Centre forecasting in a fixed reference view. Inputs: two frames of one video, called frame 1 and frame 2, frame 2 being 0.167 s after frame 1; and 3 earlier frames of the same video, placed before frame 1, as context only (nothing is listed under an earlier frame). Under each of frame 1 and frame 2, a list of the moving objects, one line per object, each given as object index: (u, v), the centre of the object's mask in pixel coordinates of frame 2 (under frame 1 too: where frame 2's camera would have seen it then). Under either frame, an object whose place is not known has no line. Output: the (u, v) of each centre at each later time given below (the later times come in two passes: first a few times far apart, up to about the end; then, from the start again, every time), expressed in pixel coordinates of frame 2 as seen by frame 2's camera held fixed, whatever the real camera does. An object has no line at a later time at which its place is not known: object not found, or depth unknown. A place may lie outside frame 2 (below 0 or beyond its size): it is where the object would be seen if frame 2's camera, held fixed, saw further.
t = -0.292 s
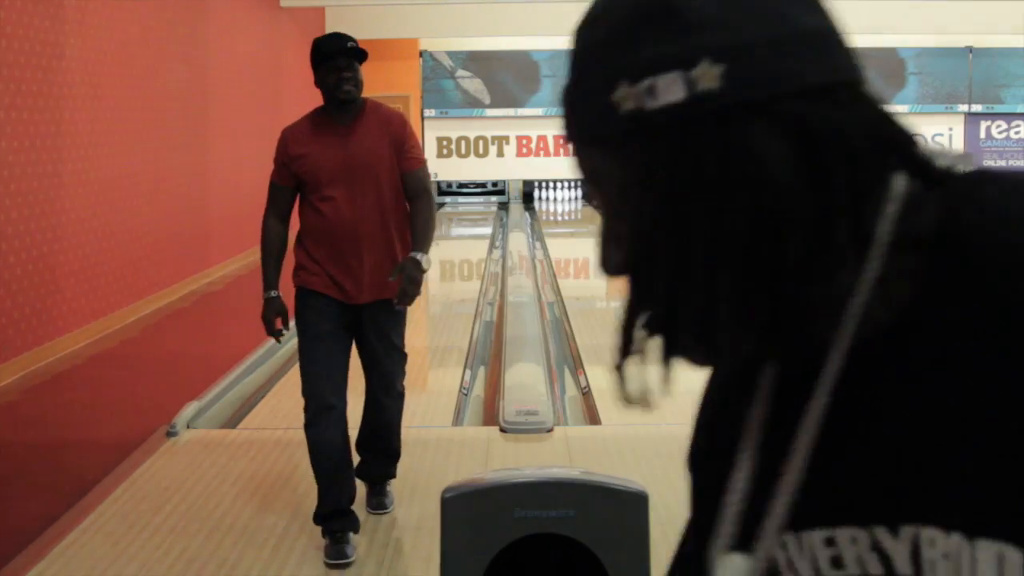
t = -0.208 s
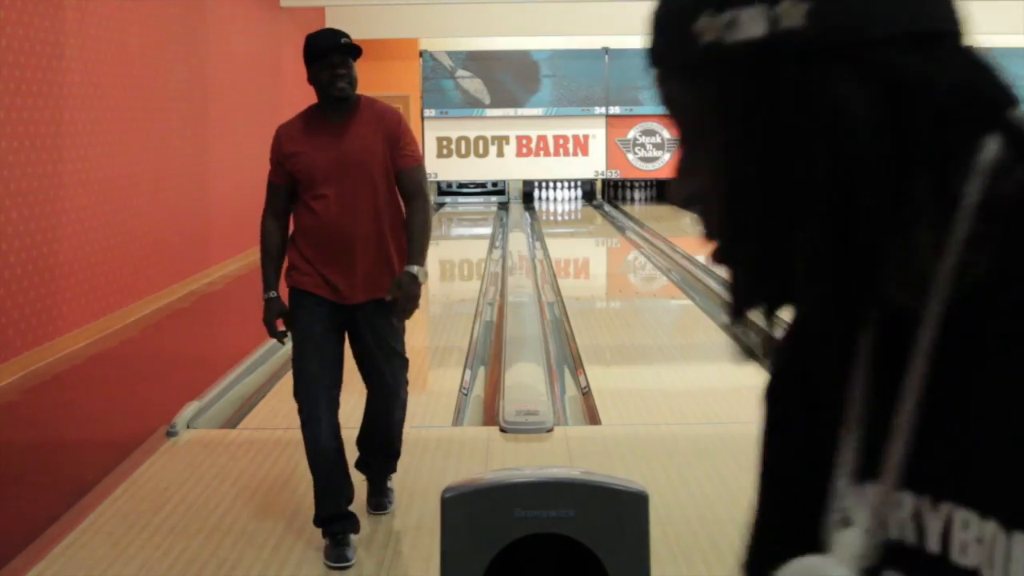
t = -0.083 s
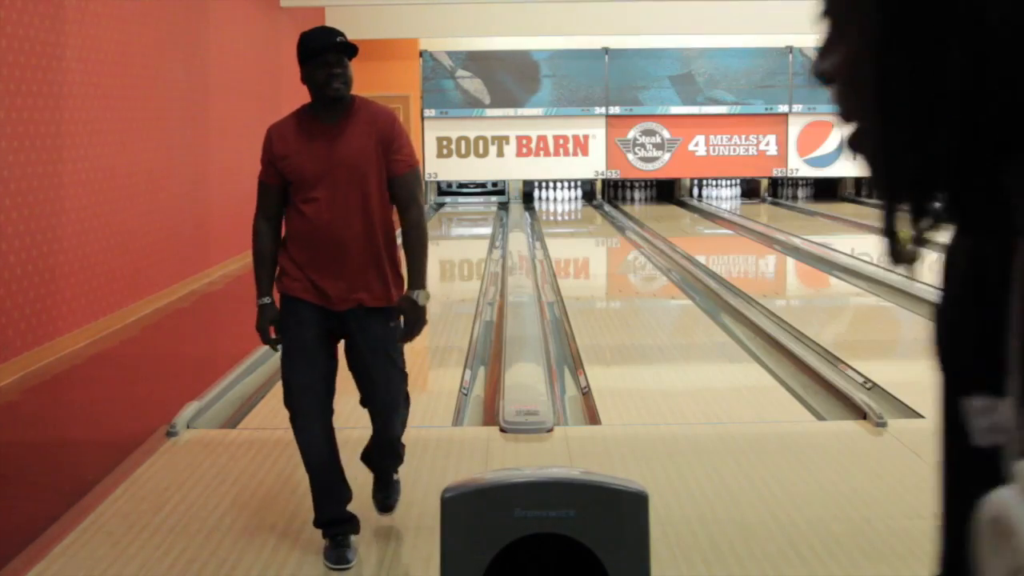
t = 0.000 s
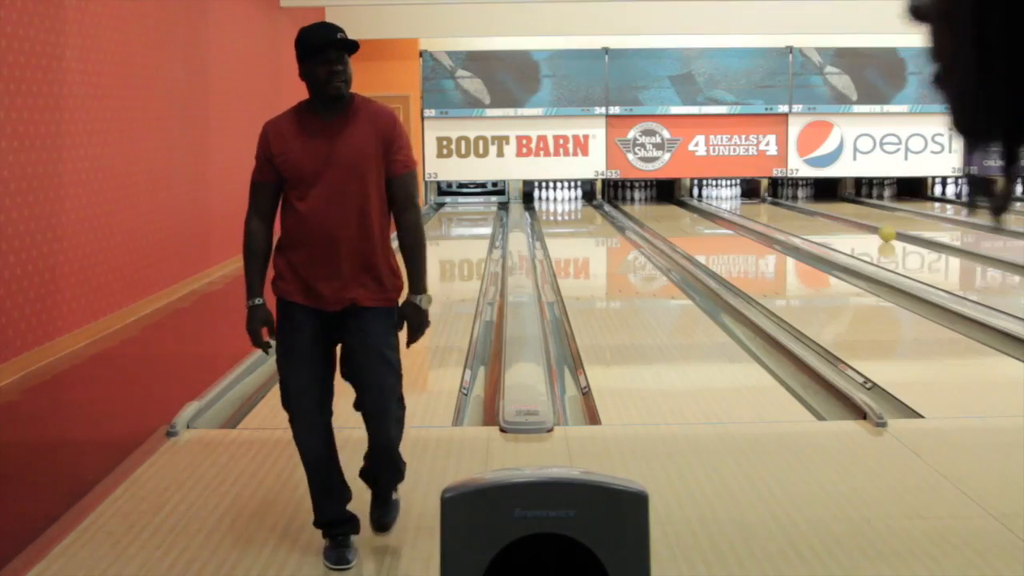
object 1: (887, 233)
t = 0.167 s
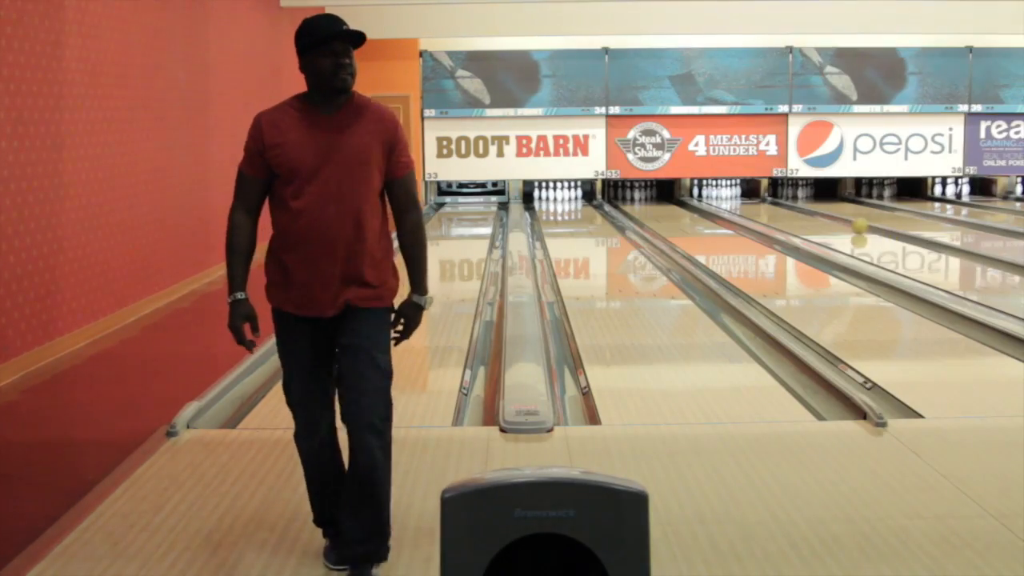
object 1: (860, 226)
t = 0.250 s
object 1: (848, 222)
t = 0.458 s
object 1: (821, 213)
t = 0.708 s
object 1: (795, 207)
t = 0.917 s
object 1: (776, 201)
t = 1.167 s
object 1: (758, 196)
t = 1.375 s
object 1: (745, 193)
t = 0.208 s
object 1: (854, 223)
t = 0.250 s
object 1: (848, 222)
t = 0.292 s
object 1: (842, 220)
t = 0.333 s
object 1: (836, 219)
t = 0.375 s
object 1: (831, 217)
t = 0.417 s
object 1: (826, 216)
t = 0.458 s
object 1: (821, 213)
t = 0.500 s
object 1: (816, 213)
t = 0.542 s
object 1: (811, 211)
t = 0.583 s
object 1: (807, 210)
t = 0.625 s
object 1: (803, 209)
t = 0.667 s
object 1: (799, 208)
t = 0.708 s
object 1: (795, 207)
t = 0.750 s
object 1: (791, 205)
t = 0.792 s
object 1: (787, 204)
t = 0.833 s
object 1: (783, 203)
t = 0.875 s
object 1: (780, 202)
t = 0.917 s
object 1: (776, 201)
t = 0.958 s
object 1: (773, 200)
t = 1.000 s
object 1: (770, 199)
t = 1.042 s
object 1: (767, 199)
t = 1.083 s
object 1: (764, 198)
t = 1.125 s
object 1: (762, 197)
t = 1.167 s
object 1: (758, 196)
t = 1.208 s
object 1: (754, 195)
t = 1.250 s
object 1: (752, 195)
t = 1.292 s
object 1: (749, 194)
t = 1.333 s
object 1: (747, 193)
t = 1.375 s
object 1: (745, 193)
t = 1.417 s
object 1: (742, 192)
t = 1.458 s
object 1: (741, 191)
